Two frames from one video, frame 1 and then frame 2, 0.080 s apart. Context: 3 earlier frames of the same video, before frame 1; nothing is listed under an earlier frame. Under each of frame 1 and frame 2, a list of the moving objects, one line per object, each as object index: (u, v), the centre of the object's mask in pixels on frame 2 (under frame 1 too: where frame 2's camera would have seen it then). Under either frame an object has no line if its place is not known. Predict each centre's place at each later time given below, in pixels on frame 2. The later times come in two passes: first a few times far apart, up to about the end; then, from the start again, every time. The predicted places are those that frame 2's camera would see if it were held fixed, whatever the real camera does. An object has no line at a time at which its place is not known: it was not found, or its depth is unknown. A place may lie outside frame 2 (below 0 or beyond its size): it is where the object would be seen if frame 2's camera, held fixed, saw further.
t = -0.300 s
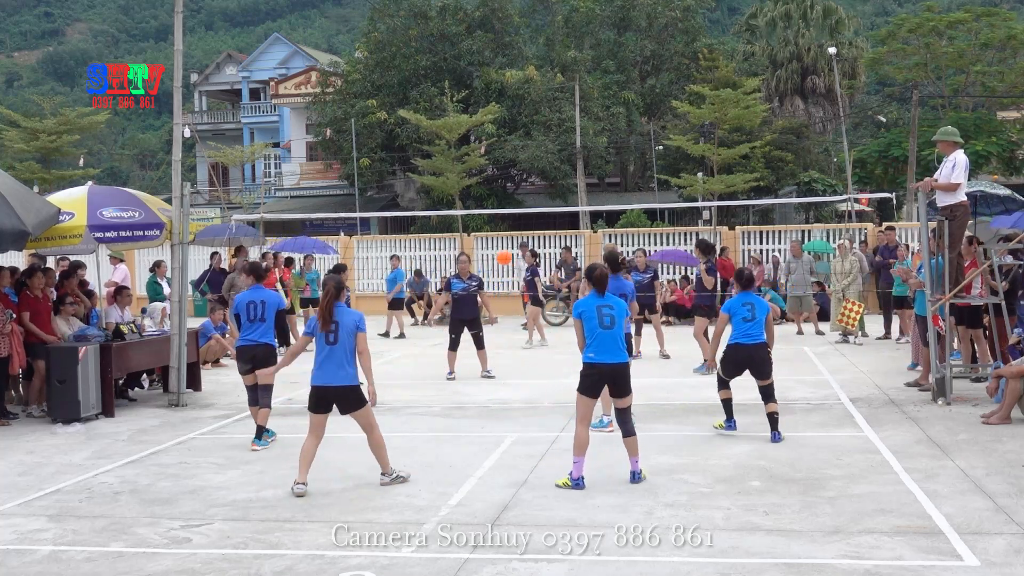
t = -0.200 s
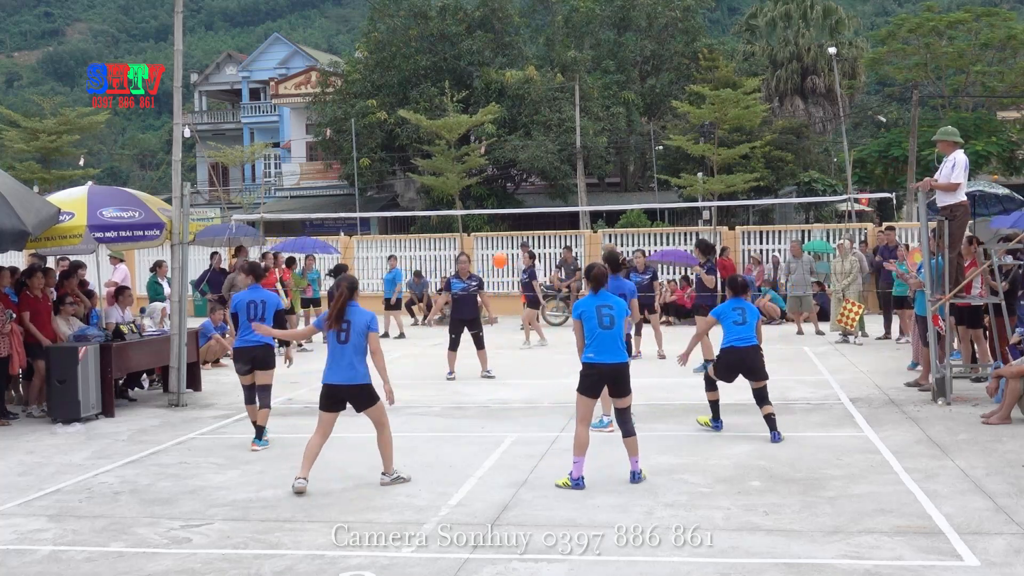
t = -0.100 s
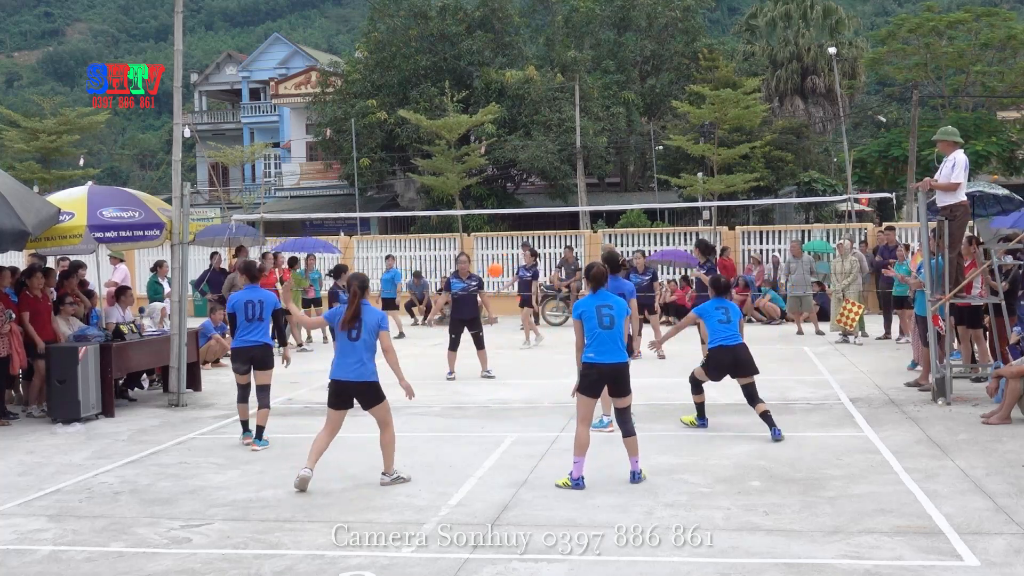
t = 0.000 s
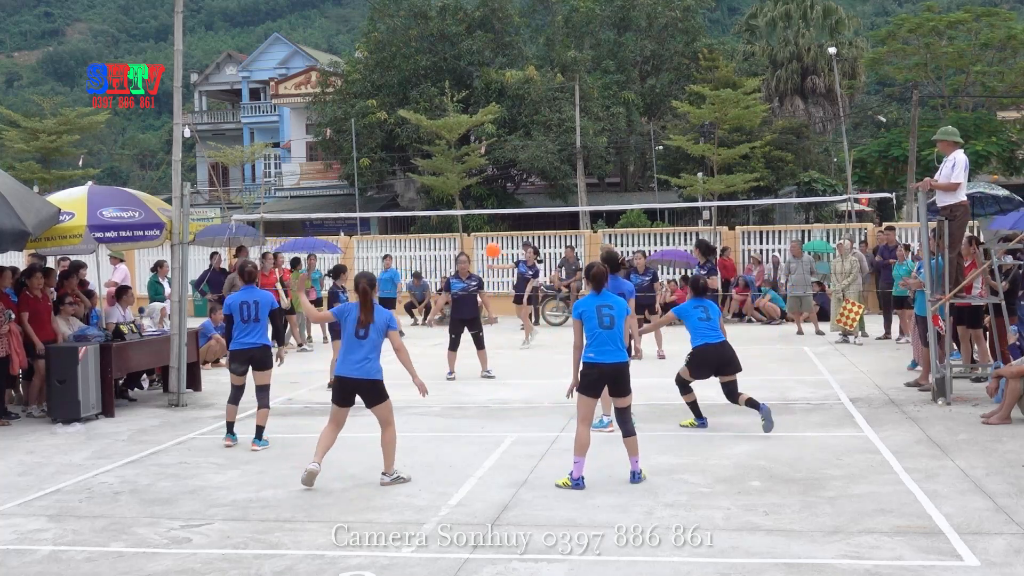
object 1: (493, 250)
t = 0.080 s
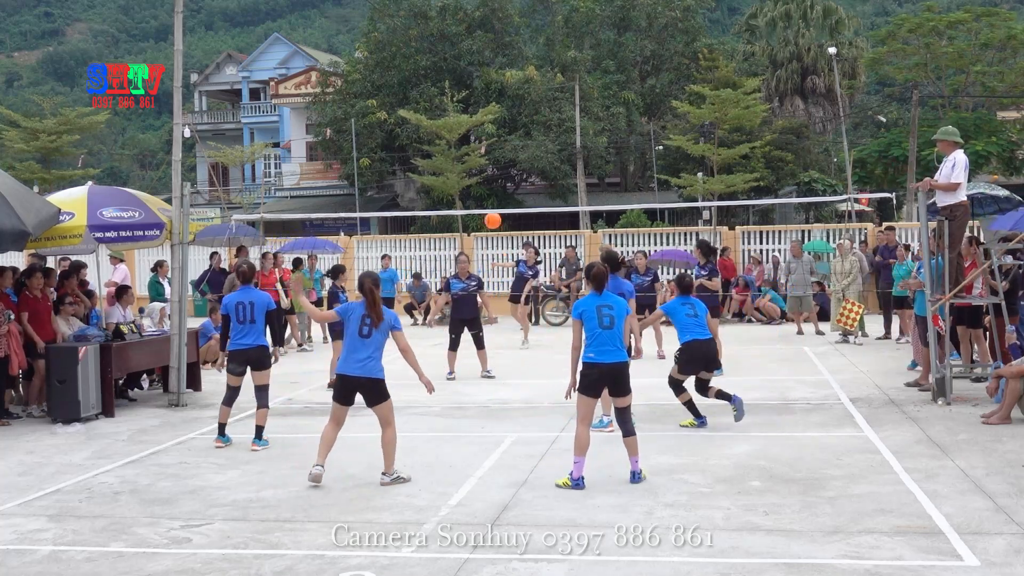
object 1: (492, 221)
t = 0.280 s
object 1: (491, 155)
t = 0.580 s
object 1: (489, 105)
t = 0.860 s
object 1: (489, 137)
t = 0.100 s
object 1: (492, 214)
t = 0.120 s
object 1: (492, 204)
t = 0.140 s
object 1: (492, 199)
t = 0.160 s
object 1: (492, 192)
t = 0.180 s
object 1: (492, 185)
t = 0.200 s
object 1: (492, 179)
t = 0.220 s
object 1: (491, 172)
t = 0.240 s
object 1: (492, 167)
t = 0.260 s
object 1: (491, 161)
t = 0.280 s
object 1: (491, 155)
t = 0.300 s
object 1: (491, 150)
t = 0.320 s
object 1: (491, 145)
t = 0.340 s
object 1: (490, 140)
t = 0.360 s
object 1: (490, 136)
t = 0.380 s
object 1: (490, 131)
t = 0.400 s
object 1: (490, 127)
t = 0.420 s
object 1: (490, 123)
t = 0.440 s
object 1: (490, 120)
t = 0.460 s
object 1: (490, 117)
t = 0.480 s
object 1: (489, 114)
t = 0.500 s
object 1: (489, 111)
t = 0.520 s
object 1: (489, 110)
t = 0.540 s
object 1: (489, 108)
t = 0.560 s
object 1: (489, 106)
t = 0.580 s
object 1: (489, 105)
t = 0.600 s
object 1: (489, 105)
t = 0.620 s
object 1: (489, 105)
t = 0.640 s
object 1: (489, 105)
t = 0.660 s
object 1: (489, 105)
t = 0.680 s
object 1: (489, 106)
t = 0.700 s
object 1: (489, 108)
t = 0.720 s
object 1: (489, 110)
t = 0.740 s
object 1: (489, 112)
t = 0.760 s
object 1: (489, 115)
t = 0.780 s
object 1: (489, 119)
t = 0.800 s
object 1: (489, 122)
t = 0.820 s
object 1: (489, 127)
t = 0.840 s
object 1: (489, 132)
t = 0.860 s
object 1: (489, 137)
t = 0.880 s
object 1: (489, 144)
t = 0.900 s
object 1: (489, 151)
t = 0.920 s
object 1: (489, 158)
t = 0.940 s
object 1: (489, 166)
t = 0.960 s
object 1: (488, 174)
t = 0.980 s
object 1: (488, 183)
